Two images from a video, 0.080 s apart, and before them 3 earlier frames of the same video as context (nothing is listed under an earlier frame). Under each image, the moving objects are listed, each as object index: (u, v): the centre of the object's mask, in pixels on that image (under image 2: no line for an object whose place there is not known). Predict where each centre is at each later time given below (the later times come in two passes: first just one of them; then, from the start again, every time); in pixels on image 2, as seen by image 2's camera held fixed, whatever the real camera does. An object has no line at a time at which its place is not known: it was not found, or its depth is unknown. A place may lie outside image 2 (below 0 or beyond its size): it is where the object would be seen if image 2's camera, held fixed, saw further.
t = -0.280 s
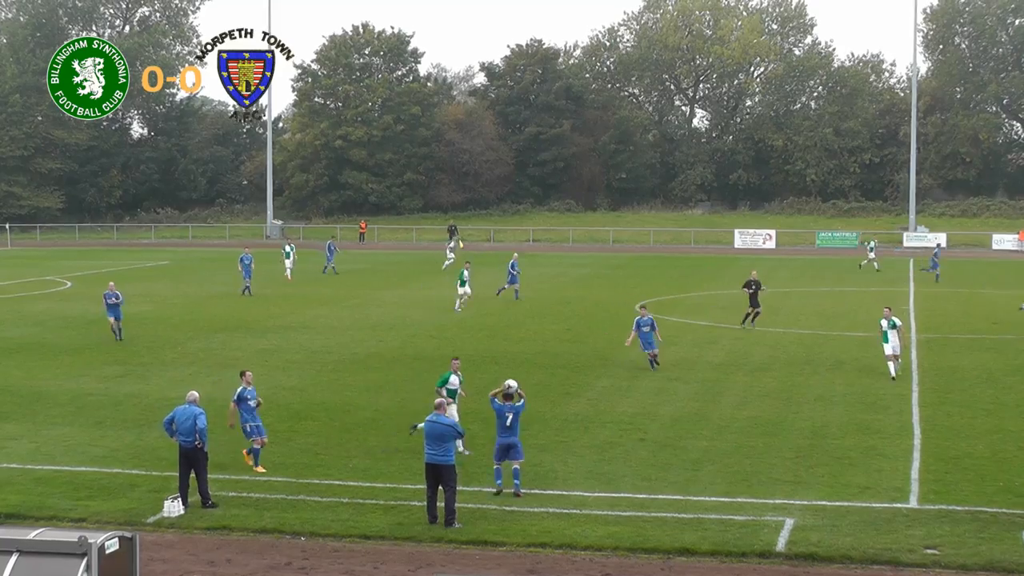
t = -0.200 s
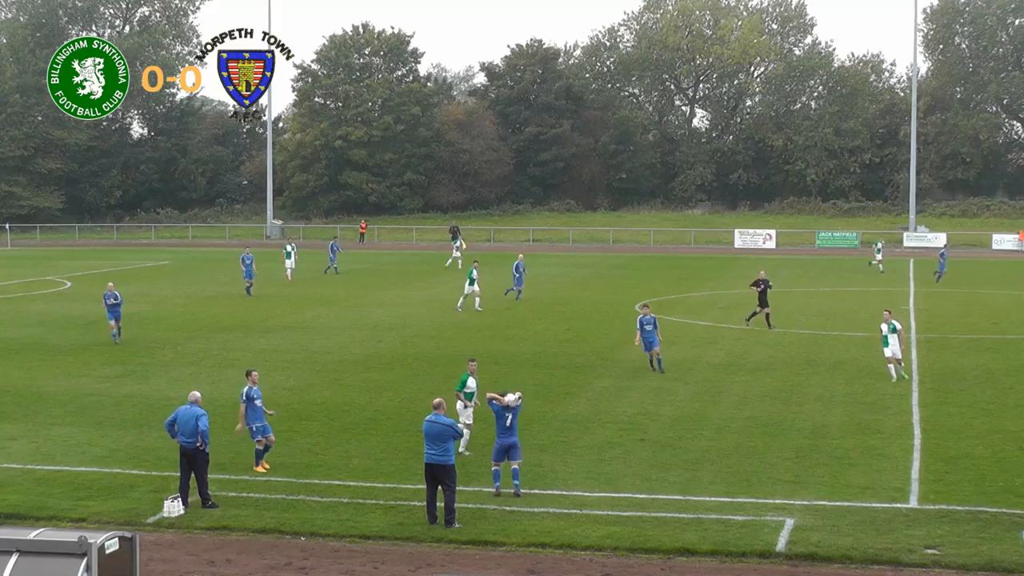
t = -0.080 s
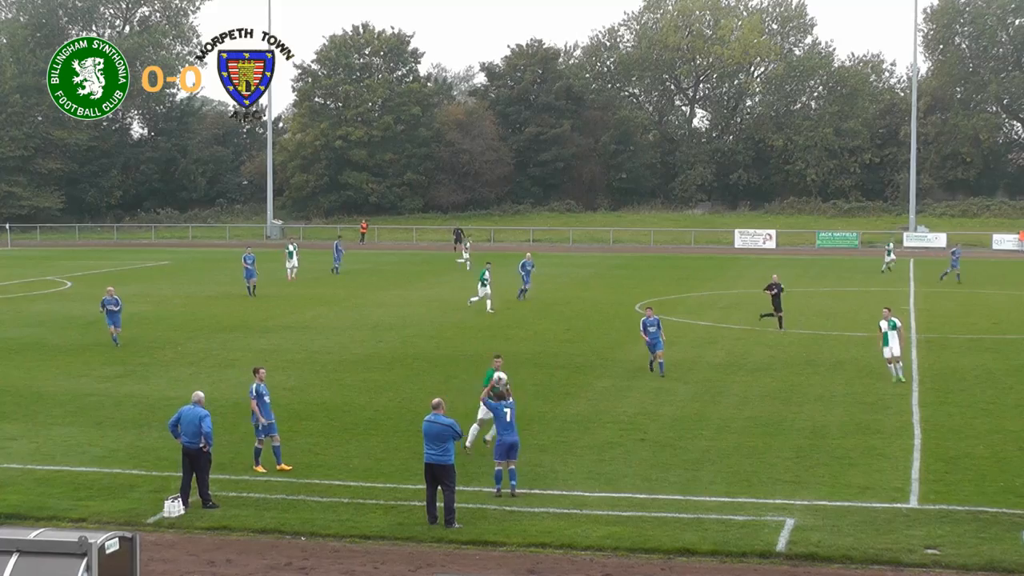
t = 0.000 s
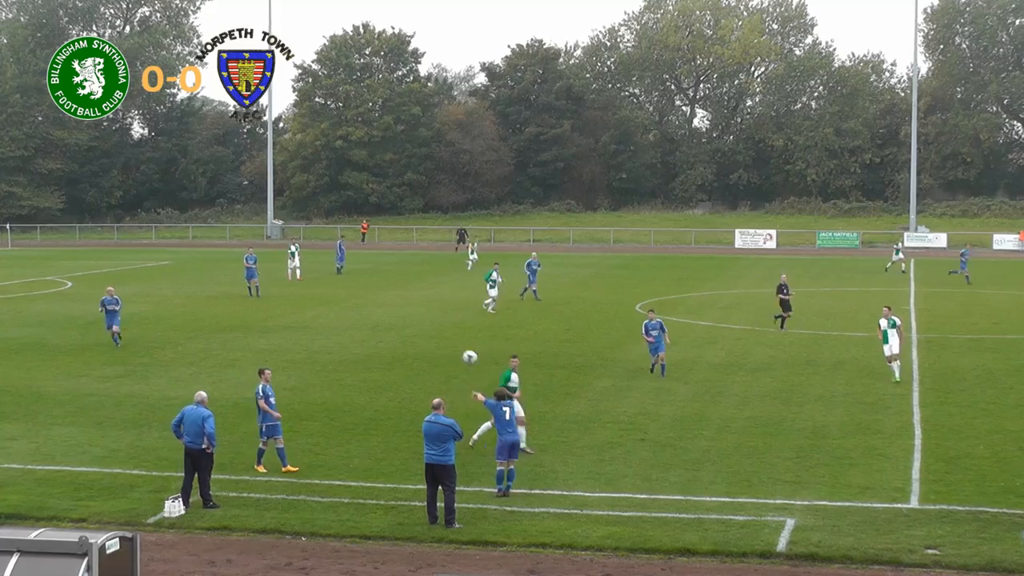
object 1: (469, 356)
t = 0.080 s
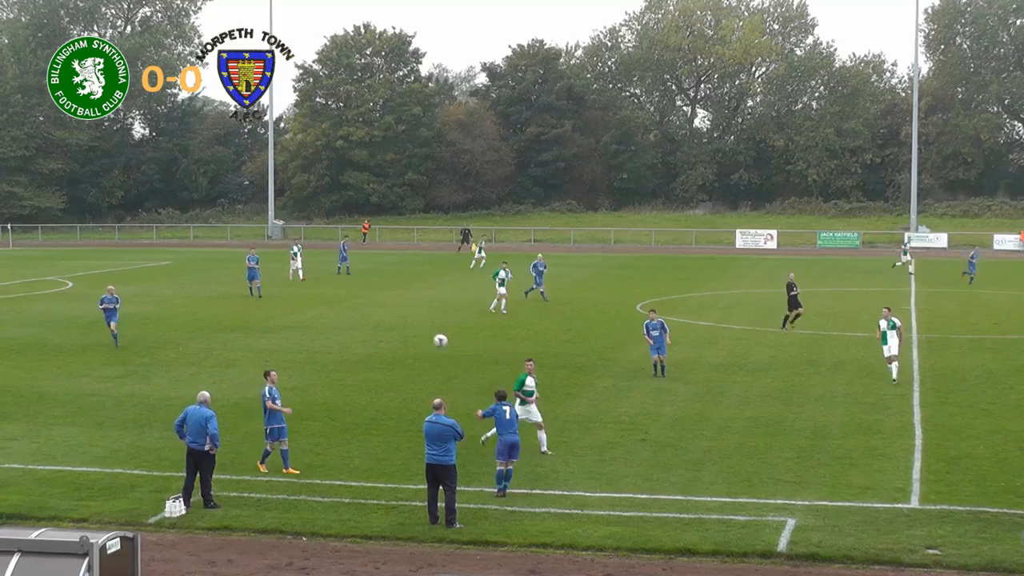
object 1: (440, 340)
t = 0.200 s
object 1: (398, 325)
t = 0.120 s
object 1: (425, 334)
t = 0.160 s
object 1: (412, 329)
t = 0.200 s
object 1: (398, 325)
